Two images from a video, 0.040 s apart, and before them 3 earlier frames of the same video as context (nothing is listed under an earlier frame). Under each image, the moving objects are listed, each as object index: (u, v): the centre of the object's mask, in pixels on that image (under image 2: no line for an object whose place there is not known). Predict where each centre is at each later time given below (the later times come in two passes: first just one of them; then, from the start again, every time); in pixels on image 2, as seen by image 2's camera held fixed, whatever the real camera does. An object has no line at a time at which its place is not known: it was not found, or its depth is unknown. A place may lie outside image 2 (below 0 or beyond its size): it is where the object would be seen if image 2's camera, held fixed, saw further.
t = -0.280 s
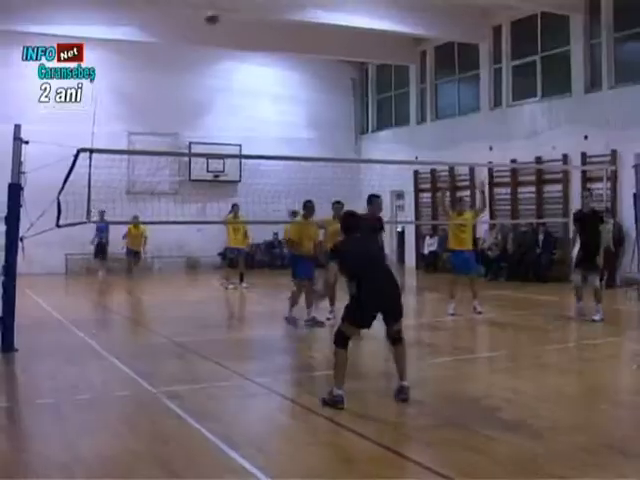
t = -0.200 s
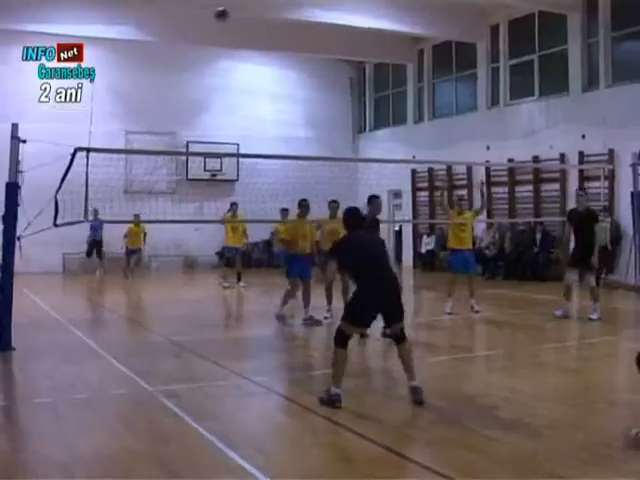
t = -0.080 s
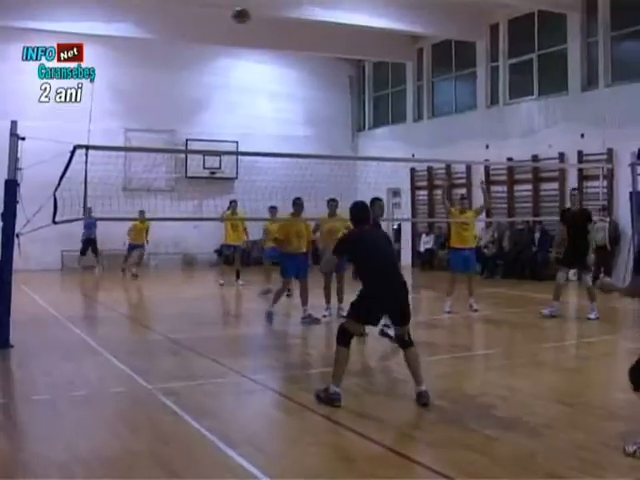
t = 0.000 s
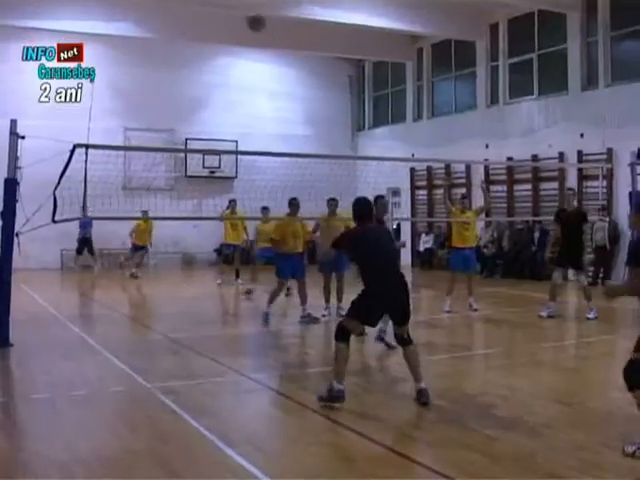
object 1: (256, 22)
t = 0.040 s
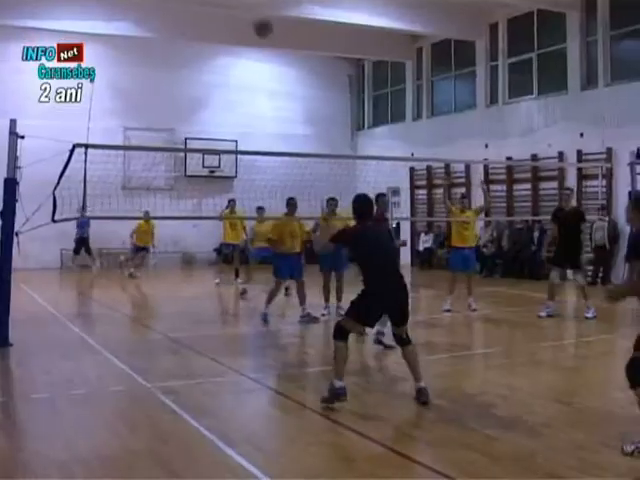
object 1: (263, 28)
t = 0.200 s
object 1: (302, 74)
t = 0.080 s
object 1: (271, 36)
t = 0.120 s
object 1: (281, 46)
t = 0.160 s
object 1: (291, 59)
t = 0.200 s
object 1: (302, 74)
